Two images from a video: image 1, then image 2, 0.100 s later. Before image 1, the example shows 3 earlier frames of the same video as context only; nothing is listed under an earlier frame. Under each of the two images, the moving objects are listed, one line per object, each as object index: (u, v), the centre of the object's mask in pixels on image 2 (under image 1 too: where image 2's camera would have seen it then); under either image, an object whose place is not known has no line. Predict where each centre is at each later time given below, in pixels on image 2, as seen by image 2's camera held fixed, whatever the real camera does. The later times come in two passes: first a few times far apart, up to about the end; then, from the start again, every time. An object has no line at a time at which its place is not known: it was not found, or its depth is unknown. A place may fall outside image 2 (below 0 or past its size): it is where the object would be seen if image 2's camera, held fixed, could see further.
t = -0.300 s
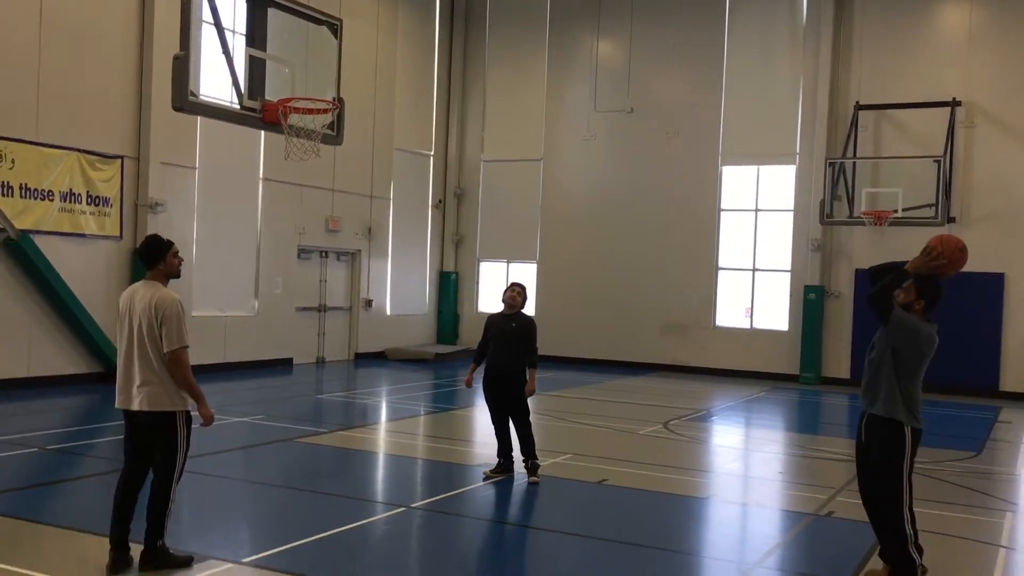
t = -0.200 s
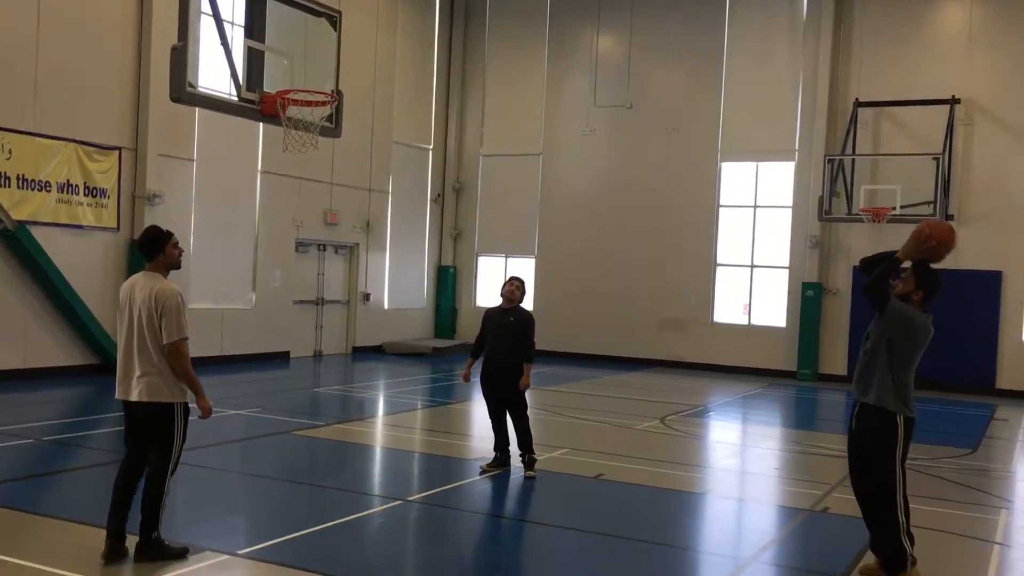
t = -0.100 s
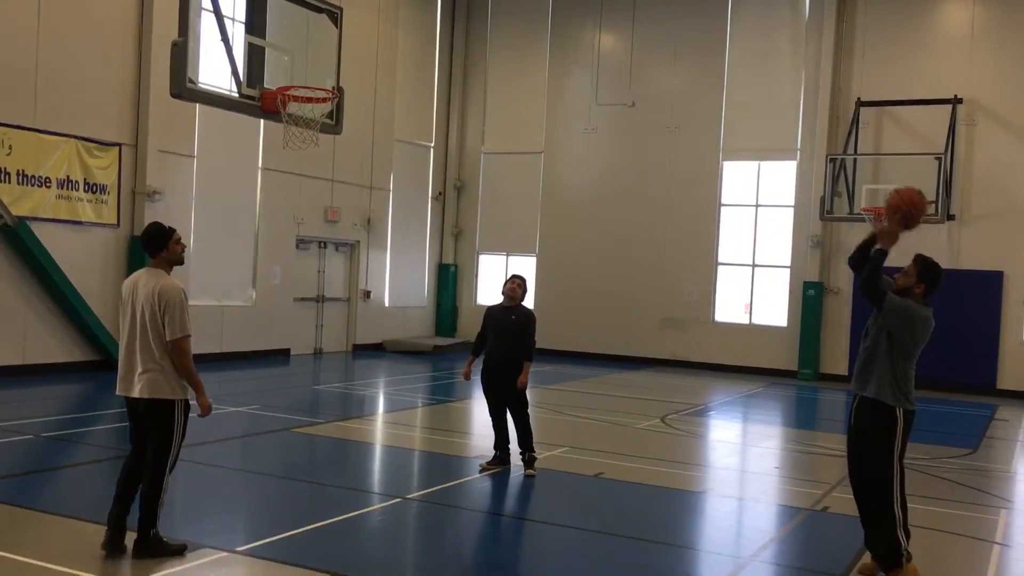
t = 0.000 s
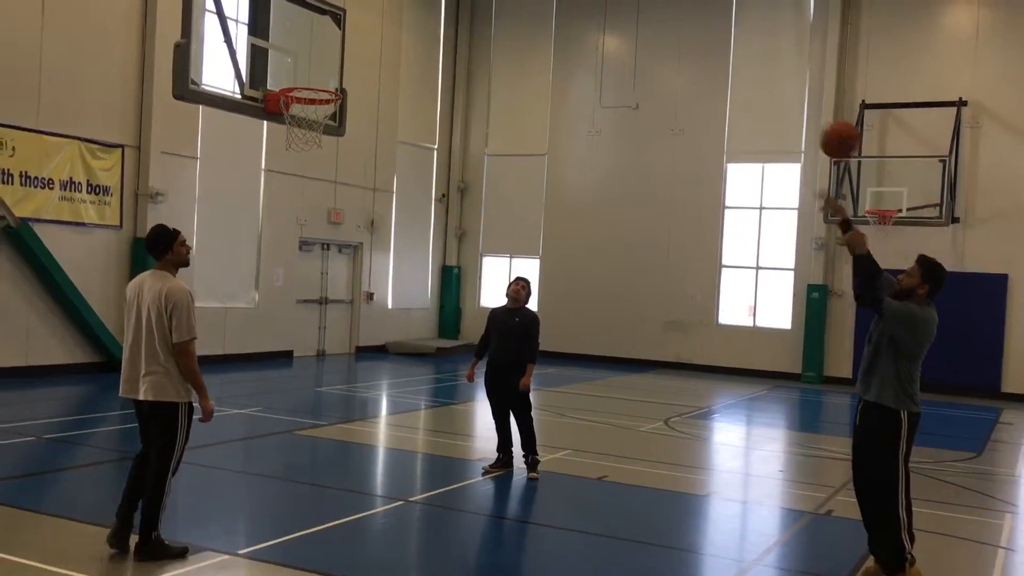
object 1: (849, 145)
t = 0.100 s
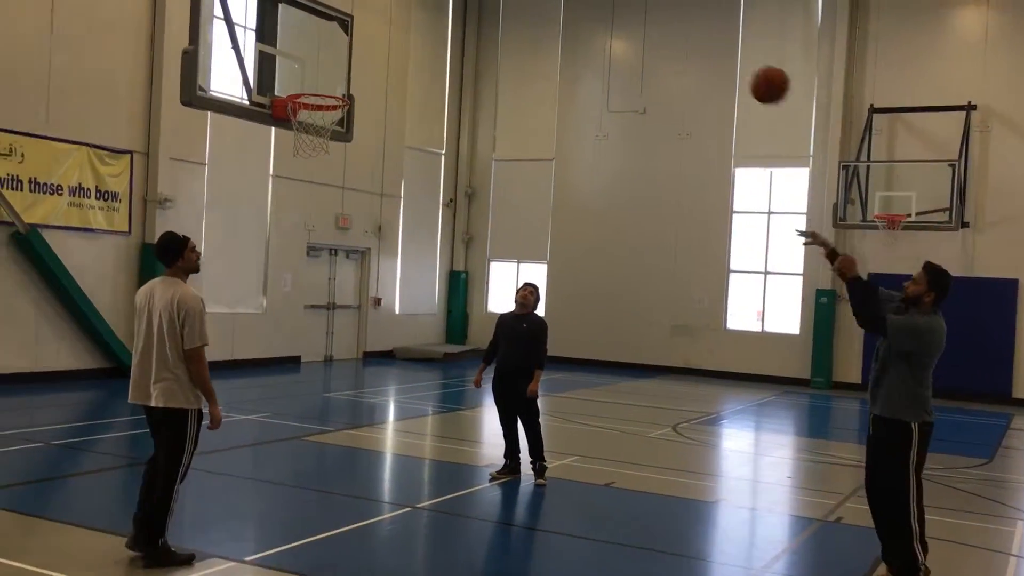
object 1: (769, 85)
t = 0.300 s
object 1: (628, 21)
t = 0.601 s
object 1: (449, 35)
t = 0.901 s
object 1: (406, 76)
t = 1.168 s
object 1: (505, 97)
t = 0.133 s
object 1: (745, 69)
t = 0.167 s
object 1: (720, 56)
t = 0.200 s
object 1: (696, 44)
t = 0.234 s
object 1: (673, 35)
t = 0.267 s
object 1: (650, 27)
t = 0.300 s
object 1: (628, 21)
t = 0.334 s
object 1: (606, 16)
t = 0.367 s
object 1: (585, 13)
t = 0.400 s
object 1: (564, 12)
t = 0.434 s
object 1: (544, 12)
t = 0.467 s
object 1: (524, 14)
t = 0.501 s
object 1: (505, 17)
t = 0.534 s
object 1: (486, 22)
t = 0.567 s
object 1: (467, 28)
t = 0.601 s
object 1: (449, 35)
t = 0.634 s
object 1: (430, 44)
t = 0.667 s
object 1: (413, 53)
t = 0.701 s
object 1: (395, 64)
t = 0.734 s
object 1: (378, 76)
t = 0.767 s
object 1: (361, 89)
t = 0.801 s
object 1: (365, 89)
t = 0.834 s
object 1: (379, 83)
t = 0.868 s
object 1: (392, 79)
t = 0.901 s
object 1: (406, 76)
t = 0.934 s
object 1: (419, 74)
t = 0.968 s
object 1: (432, 74)
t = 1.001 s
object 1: (444, 74)
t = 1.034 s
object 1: (457, 77)
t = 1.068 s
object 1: (469, 80)
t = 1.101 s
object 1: (482, 85)
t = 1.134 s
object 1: (493, 91)
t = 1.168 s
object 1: (505, 97)
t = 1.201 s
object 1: (516, 106)
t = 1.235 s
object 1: (528, 116)
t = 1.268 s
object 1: (539, 127)
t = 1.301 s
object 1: (549, 139)
